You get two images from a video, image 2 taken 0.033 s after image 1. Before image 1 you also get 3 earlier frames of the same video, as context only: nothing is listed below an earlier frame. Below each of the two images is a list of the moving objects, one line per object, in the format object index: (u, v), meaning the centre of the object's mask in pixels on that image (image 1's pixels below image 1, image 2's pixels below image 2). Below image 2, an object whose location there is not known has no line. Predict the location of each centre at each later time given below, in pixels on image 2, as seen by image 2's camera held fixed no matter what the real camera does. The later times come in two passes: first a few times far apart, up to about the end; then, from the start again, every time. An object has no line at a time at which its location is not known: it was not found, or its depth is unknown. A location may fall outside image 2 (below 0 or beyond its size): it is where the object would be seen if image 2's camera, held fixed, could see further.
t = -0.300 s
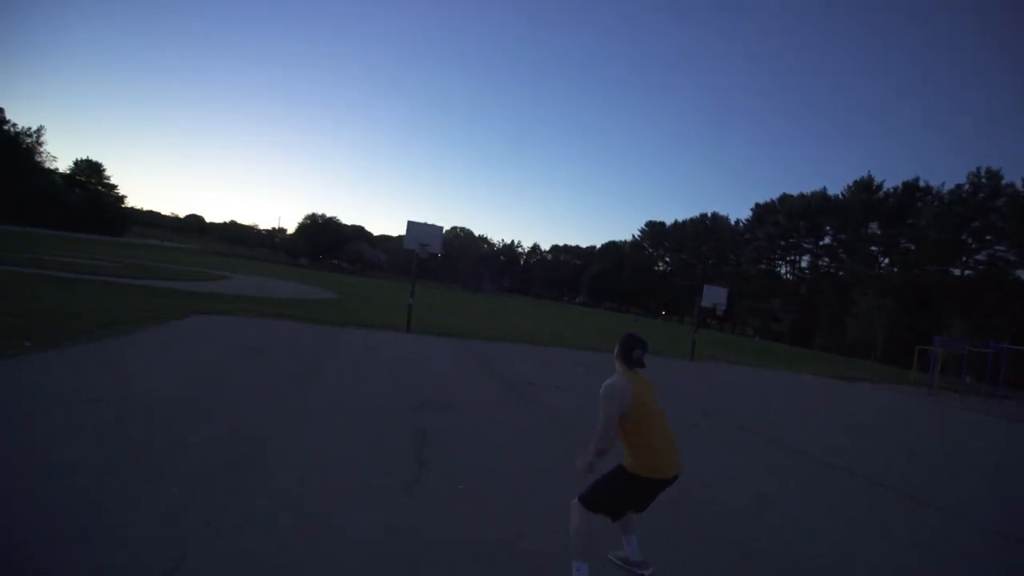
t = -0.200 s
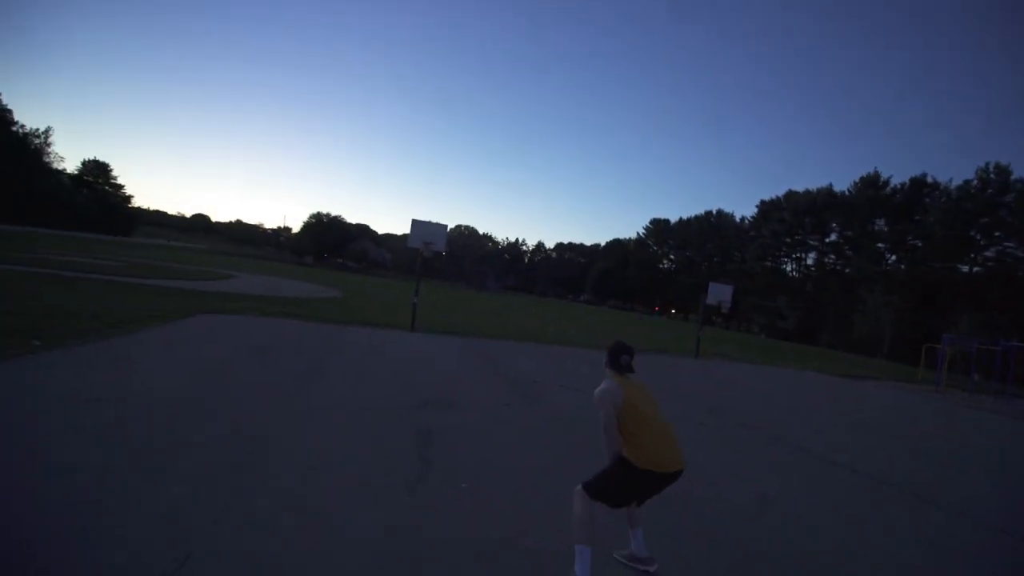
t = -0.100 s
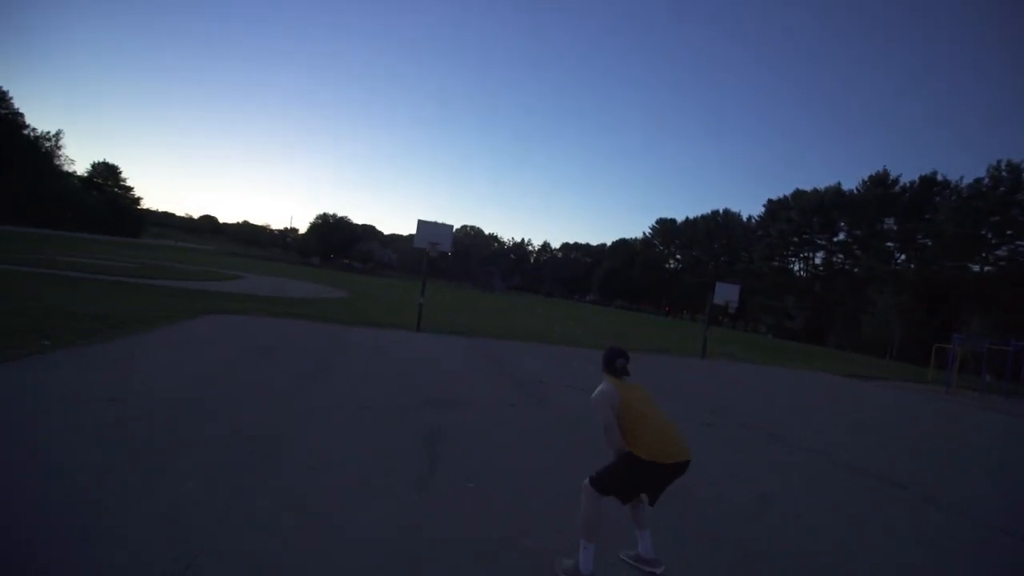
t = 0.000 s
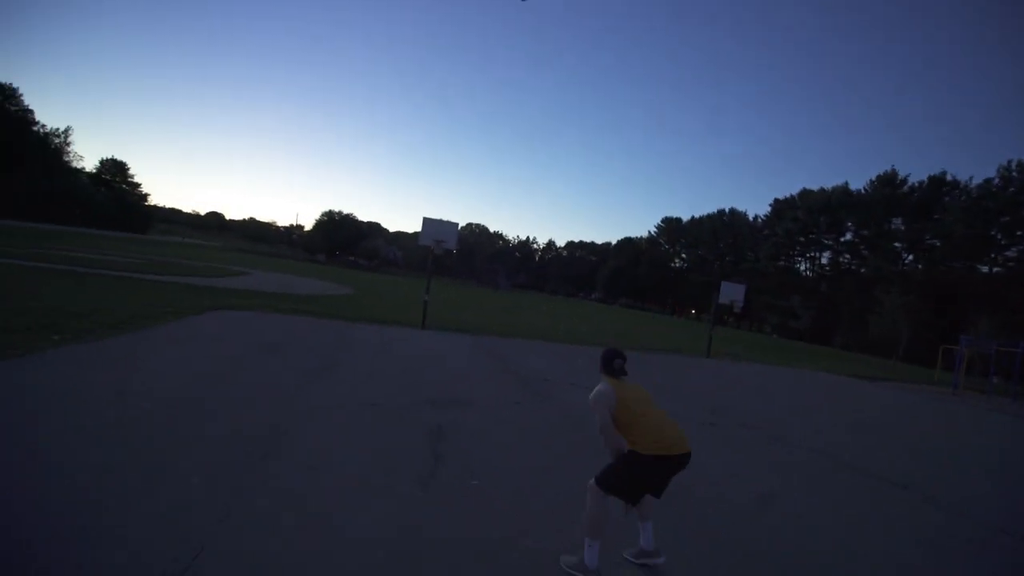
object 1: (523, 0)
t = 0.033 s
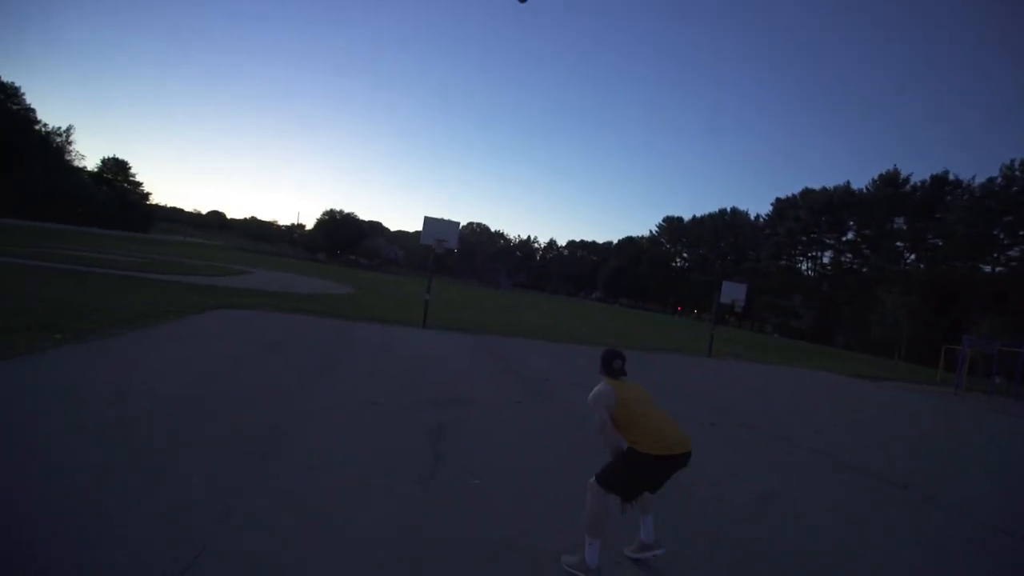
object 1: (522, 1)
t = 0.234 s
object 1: (506, 23)
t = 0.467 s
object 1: (489, 66)
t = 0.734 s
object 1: (470, 122)
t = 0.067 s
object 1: (520, 3)
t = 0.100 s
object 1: (517, 5)
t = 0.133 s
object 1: (514, 8)
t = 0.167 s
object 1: (511, 13)
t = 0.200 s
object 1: (509, 18)
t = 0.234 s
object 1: (506, 23)
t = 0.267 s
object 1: (503, 29)
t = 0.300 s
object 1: (501, 34)
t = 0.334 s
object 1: (498, 40)
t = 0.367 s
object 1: (496, 46)
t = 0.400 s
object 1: (493, 53)
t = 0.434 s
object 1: (491, 59)
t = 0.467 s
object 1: (489, 66)
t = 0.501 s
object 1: (486, 73)
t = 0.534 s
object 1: (484, 79)
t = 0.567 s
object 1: (482, 86)
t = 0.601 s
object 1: (479, 93)
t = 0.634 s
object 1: (477, 100)
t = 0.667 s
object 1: (475, 107)
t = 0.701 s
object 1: (473, 115)
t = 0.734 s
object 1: (470, 122)
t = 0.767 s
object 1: (469, 128)
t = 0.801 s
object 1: (467, 136)
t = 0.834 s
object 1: (465, 142)
